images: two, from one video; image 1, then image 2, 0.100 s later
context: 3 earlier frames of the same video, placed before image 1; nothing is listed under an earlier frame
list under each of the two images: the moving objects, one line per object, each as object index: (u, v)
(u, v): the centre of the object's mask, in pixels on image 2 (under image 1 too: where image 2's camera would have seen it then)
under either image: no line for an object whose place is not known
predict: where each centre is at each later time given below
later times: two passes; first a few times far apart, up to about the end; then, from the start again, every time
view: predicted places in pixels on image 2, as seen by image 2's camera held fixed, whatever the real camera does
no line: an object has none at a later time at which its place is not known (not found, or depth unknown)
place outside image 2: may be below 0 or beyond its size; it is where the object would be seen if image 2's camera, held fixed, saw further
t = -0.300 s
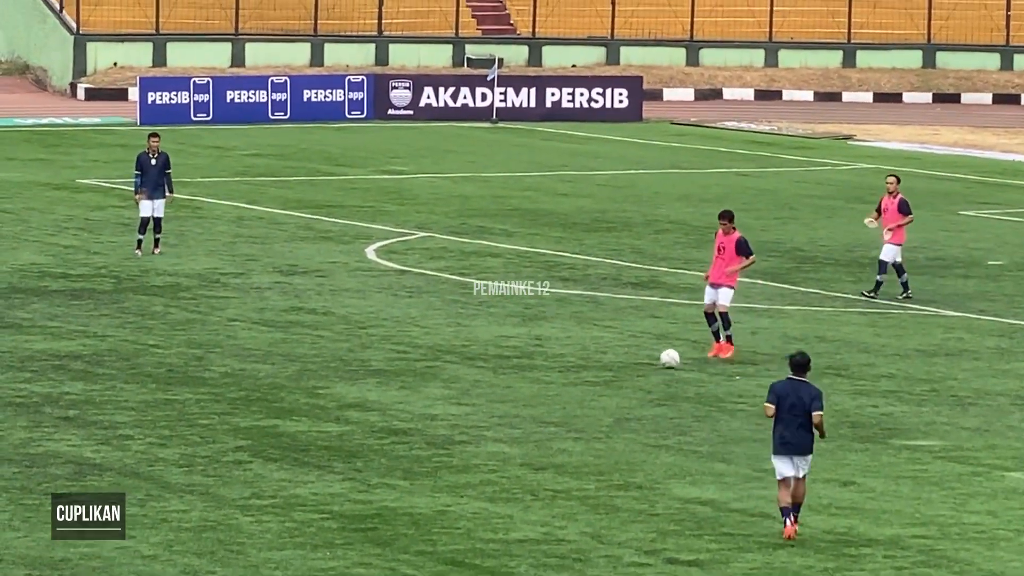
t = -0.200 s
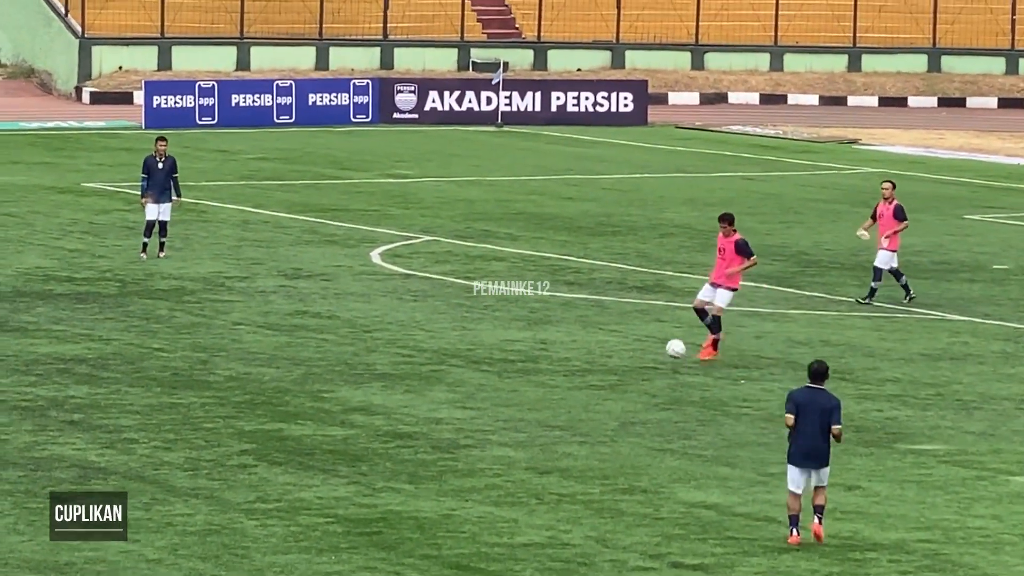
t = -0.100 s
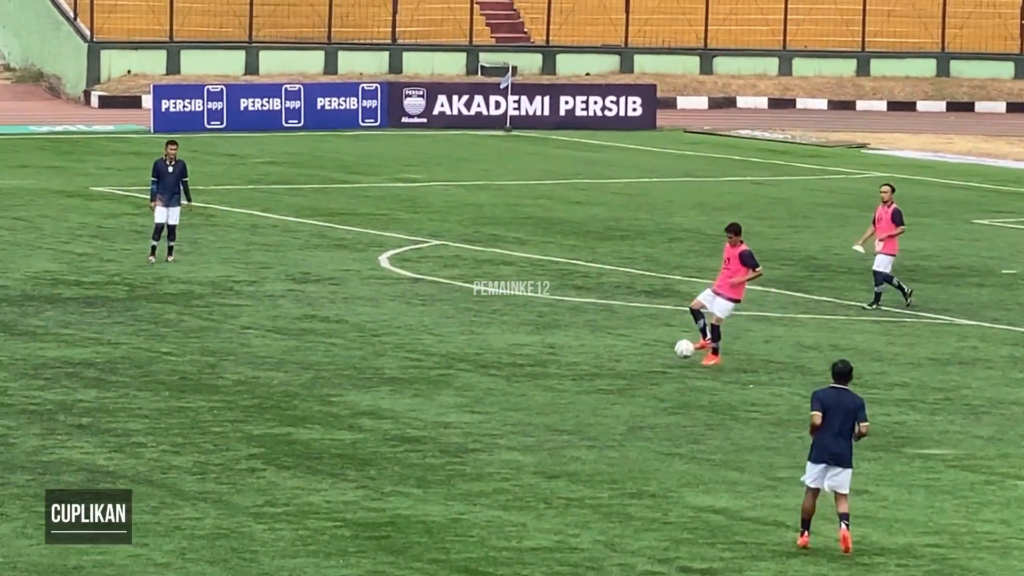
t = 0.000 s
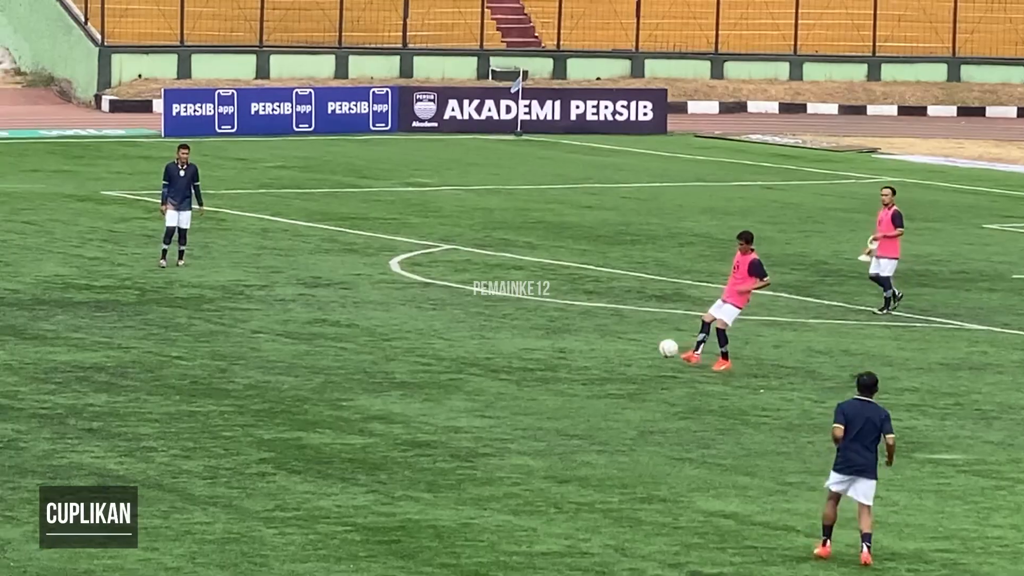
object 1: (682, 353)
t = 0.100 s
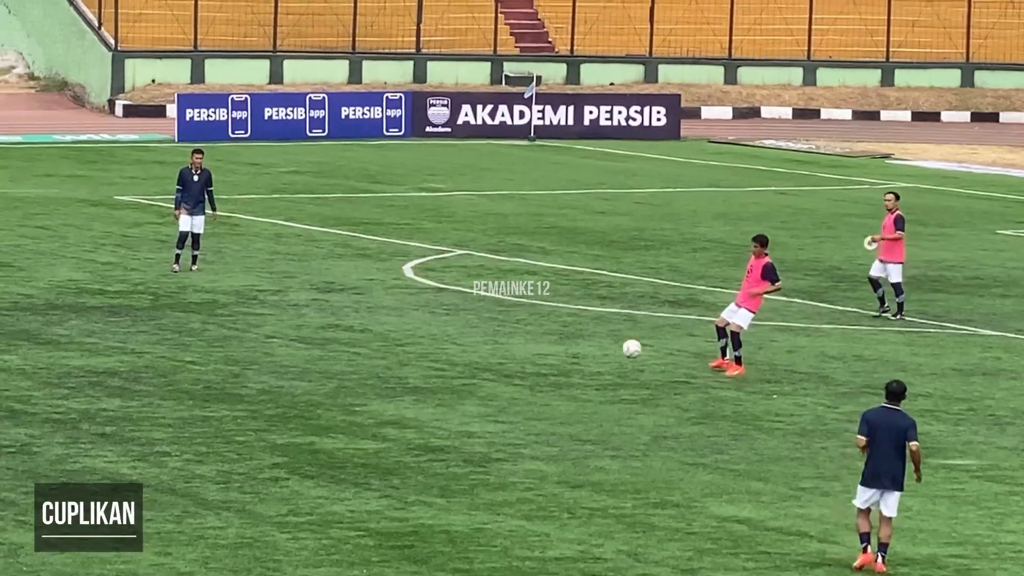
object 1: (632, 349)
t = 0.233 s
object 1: (565, 354)
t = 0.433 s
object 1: (484, 354)
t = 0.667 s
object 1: (408, 362)
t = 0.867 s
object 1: (352, 357)
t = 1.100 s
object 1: (281, 360)
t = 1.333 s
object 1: (212, 359)
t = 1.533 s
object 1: (155, 358)
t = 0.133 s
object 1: (615, 349)
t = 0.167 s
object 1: (598, 350)
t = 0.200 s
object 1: (582, 352)
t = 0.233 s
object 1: (565, 354)
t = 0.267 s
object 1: (548, 358)
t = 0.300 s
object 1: (531, 363)
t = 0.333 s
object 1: (516, 366)
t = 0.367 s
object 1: (506, 361)
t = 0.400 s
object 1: (495, 357)
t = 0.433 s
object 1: (484, 354)
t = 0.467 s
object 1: (473, 353)
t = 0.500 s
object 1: (463, 352)
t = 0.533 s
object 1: (452, 352)
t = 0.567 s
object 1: (441, 352)
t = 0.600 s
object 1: (430, 355)
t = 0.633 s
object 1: (419, 358)
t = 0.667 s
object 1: (408, 362)
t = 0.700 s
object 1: (397, 366)
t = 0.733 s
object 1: (388, 363)
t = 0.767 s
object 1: (377, 359)
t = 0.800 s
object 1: (372, 358)
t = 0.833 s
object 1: (362, 357)
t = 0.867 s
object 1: (352, 357)
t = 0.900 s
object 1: (341, 357)
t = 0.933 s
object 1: (332, 358)
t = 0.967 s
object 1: (321, 361)
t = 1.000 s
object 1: (311, 364)
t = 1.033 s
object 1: (301, 363)
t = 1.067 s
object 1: (291, 361)
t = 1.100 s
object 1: (281, 360)
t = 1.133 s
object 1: (271, 359)
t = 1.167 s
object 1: (261, 359)
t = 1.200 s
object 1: (251, 361)
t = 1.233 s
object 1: (241, 363)
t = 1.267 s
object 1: (231, 362)
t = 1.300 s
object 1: (222, 360)
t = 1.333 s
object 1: (212, 359)
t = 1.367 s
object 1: (203, 359)
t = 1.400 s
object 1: (193, 361)
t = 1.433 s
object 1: (183, 362)
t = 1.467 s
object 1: (174, 361)
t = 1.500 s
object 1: (165, 359)
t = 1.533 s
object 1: (155, 358)
